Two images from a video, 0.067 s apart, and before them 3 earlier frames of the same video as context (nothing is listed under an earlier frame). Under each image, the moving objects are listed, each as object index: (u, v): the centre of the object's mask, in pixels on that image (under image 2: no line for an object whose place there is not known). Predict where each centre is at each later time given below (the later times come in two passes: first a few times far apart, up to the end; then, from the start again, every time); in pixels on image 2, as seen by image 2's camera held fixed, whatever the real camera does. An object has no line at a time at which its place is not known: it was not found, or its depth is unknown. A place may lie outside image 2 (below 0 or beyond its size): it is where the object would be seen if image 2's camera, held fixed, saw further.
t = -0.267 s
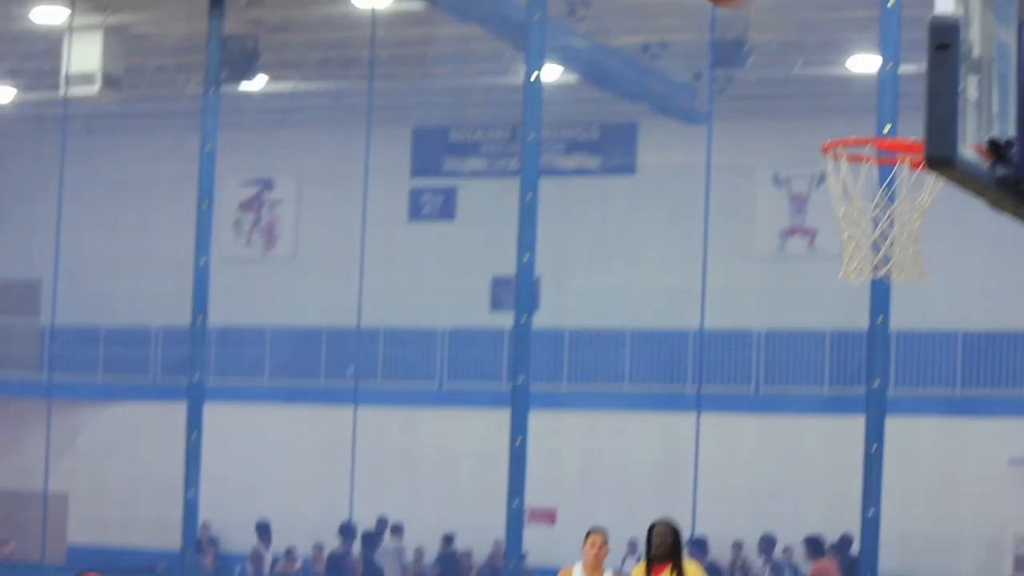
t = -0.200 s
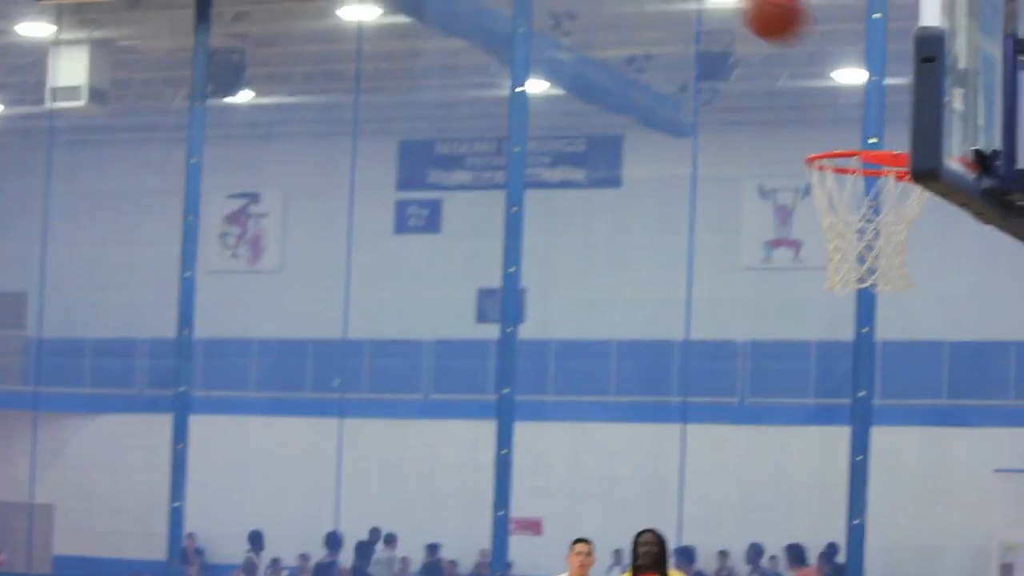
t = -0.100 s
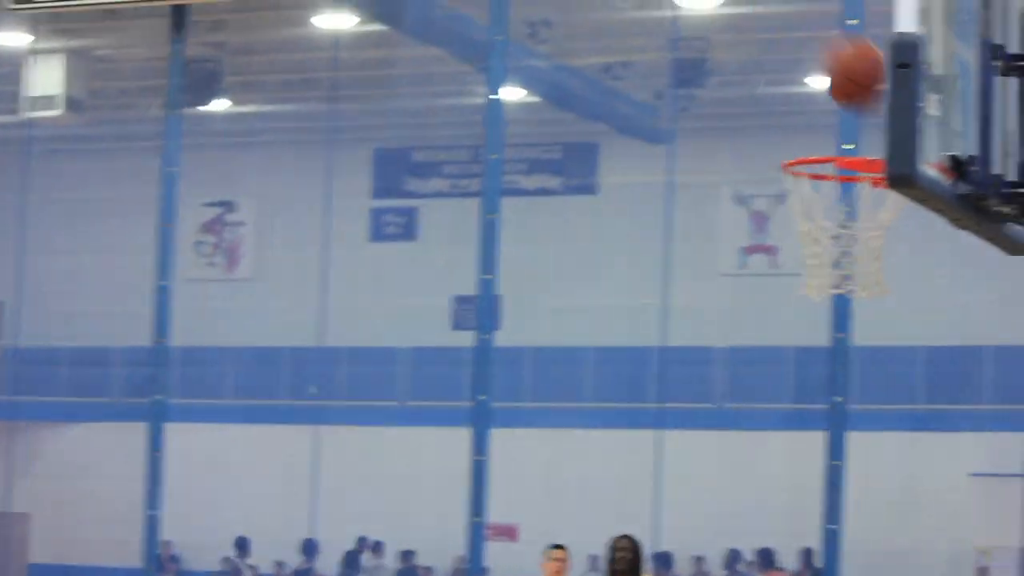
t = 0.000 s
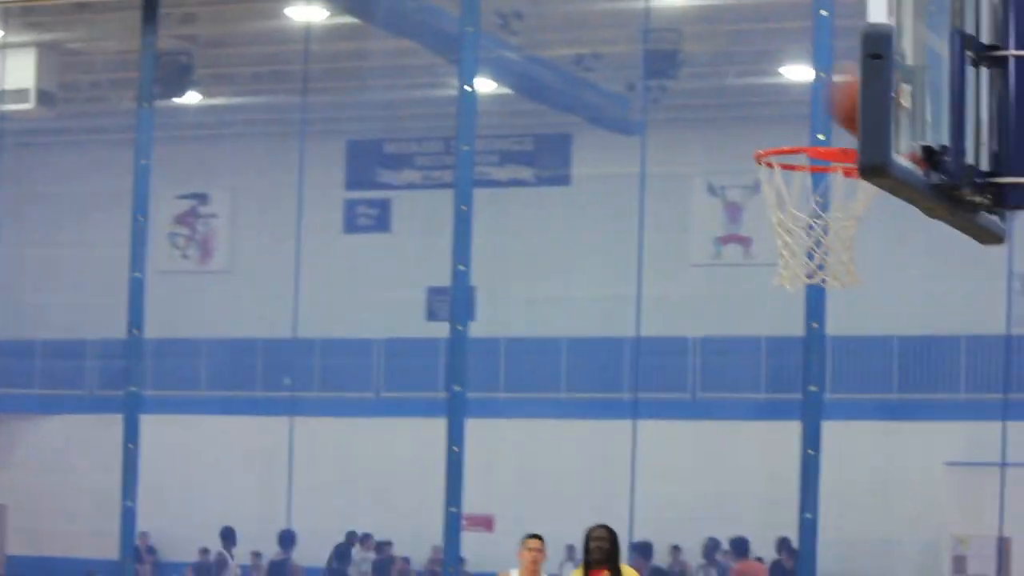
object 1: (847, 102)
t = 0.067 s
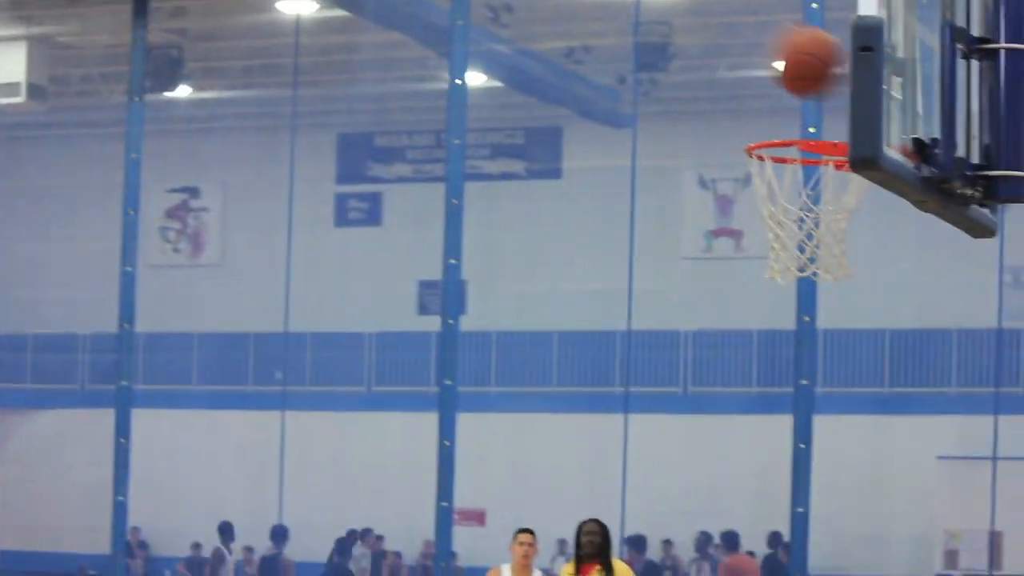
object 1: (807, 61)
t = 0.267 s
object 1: (643, 42)
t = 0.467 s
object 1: (467, 122)
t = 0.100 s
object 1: (777, 47)
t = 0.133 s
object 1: (751, 36)
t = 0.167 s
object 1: (727, 36)
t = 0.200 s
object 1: (699, 35)
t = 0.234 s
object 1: (672, 38)
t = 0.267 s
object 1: (643, 42)
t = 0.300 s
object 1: (615, 46)
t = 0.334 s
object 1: (585, 53)
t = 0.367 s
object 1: (557, 62)
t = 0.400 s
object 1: (529, 77)
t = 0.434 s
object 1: (501, 97)
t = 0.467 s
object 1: (467, 122)
